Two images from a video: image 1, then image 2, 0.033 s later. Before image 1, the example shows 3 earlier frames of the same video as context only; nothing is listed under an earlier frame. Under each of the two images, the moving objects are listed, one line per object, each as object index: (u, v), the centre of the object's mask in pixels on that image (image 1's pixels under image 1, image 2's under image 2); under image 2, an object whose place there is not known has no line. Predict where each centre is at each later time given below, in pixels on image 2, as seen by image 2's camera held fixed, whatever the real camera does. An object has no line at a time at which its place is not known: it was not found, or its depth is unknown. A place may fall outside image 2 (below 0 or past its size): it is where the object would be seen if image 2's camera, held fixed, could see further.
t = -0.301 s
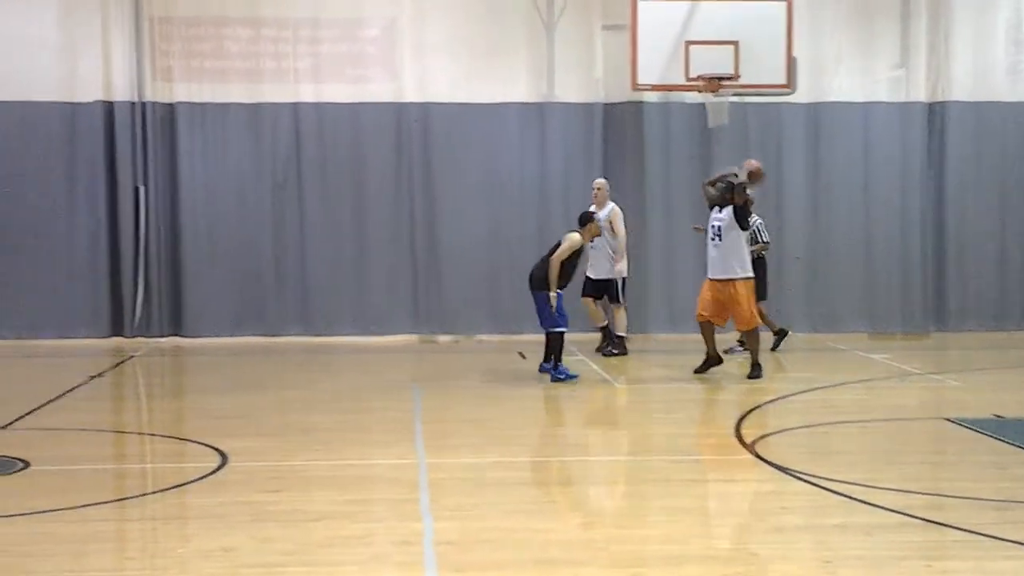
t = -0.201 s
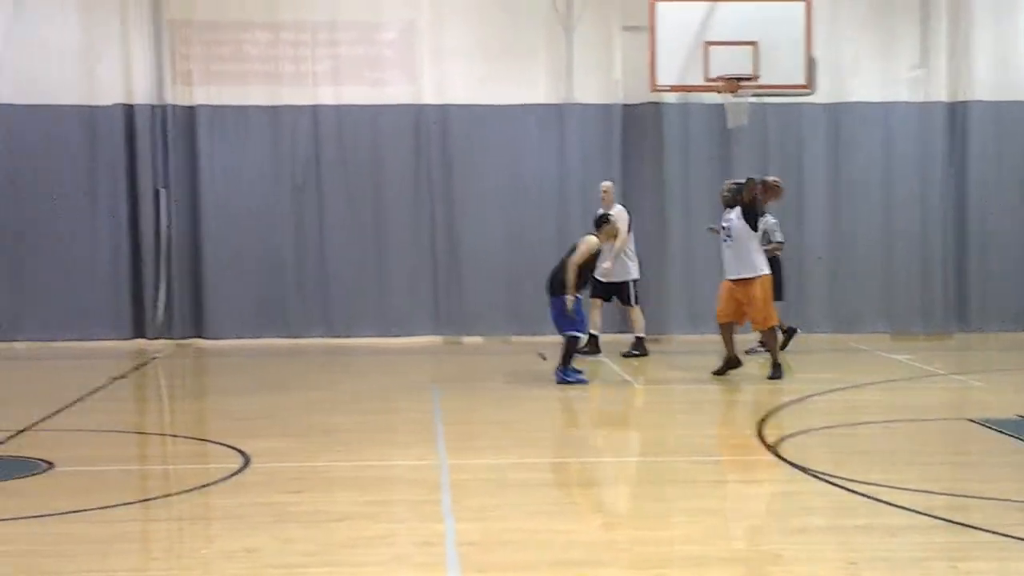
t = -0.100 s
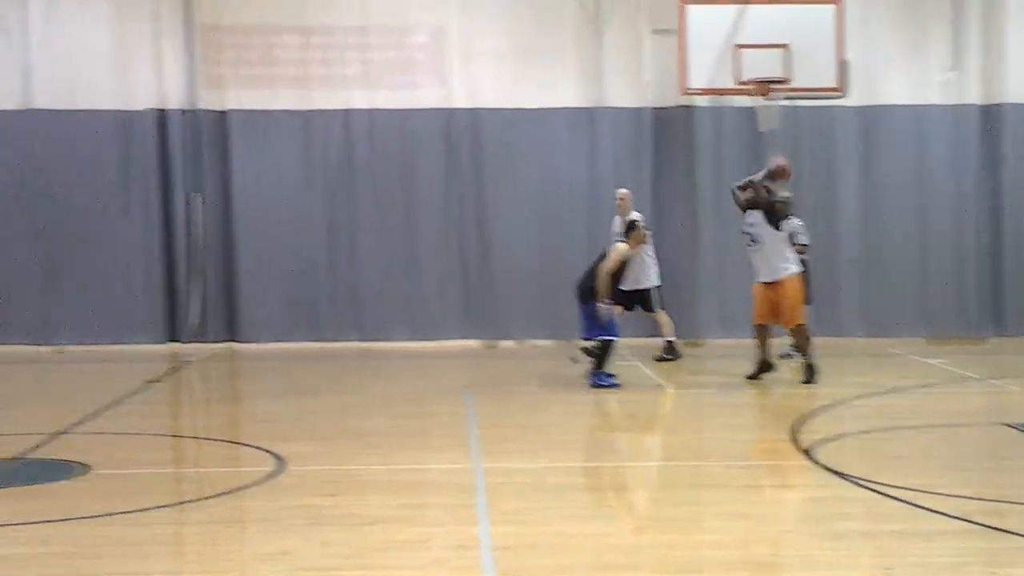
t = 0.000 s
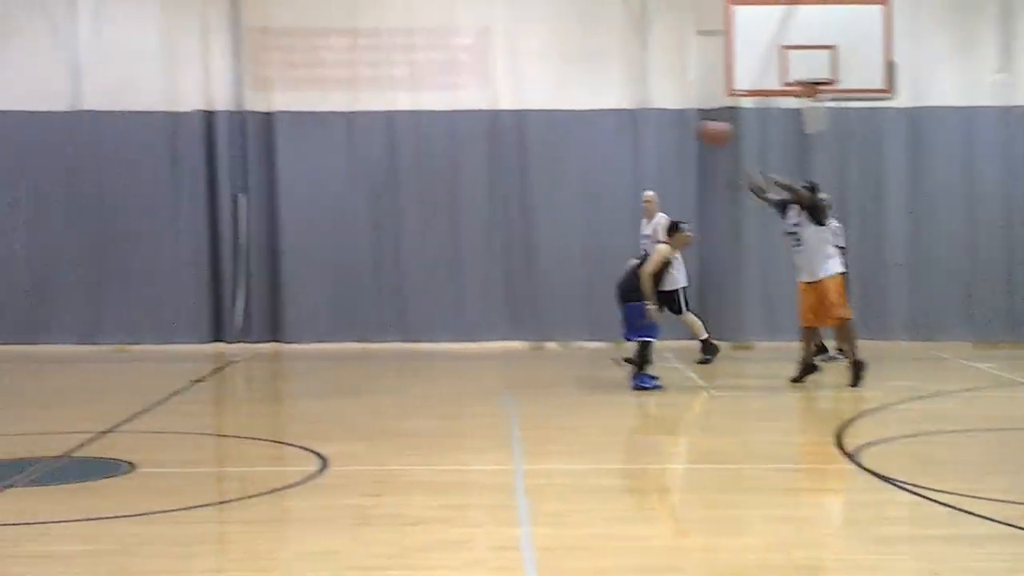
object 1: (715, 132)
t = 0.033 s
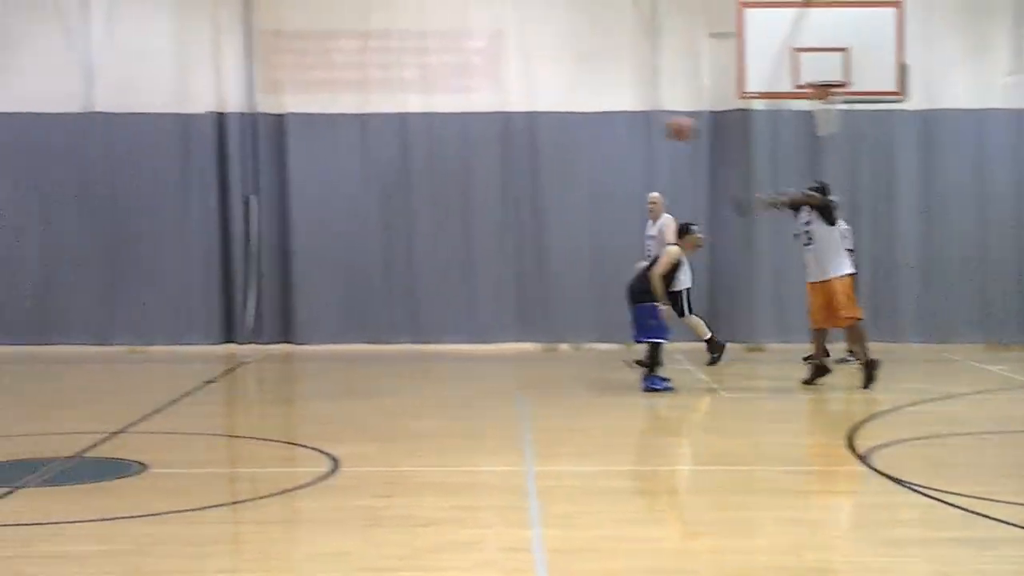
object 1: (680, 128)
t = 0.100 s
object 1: (586, 119)
